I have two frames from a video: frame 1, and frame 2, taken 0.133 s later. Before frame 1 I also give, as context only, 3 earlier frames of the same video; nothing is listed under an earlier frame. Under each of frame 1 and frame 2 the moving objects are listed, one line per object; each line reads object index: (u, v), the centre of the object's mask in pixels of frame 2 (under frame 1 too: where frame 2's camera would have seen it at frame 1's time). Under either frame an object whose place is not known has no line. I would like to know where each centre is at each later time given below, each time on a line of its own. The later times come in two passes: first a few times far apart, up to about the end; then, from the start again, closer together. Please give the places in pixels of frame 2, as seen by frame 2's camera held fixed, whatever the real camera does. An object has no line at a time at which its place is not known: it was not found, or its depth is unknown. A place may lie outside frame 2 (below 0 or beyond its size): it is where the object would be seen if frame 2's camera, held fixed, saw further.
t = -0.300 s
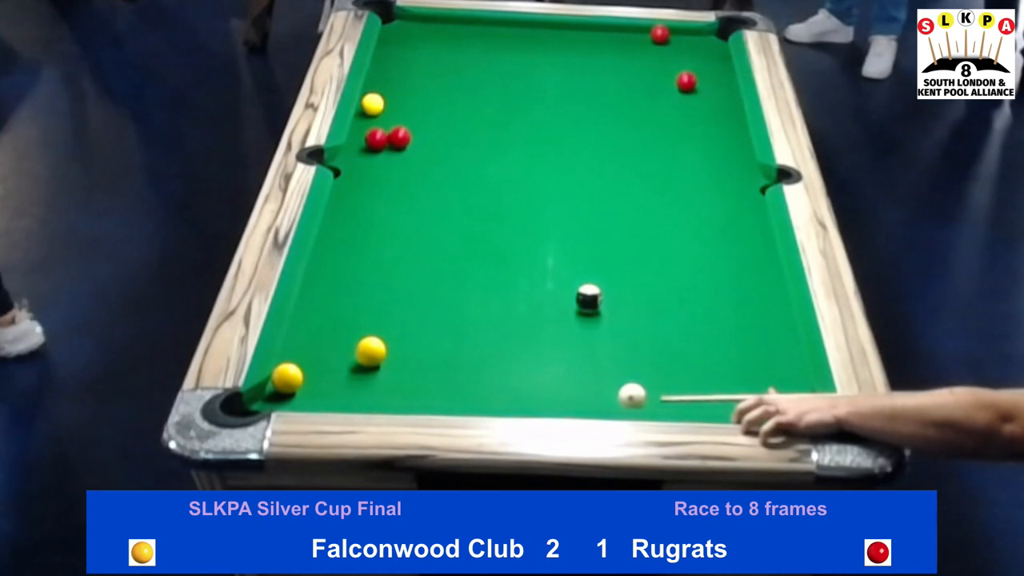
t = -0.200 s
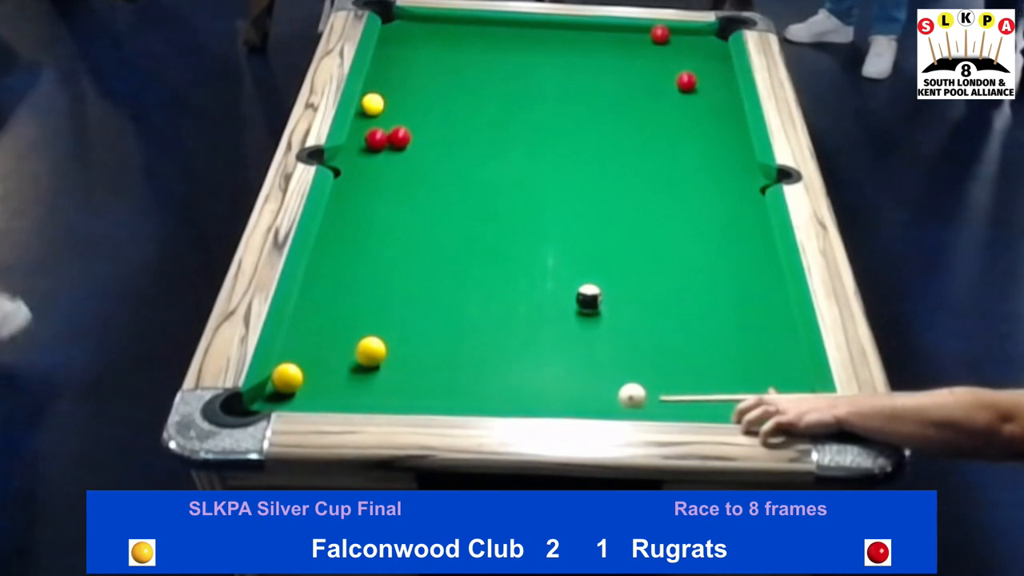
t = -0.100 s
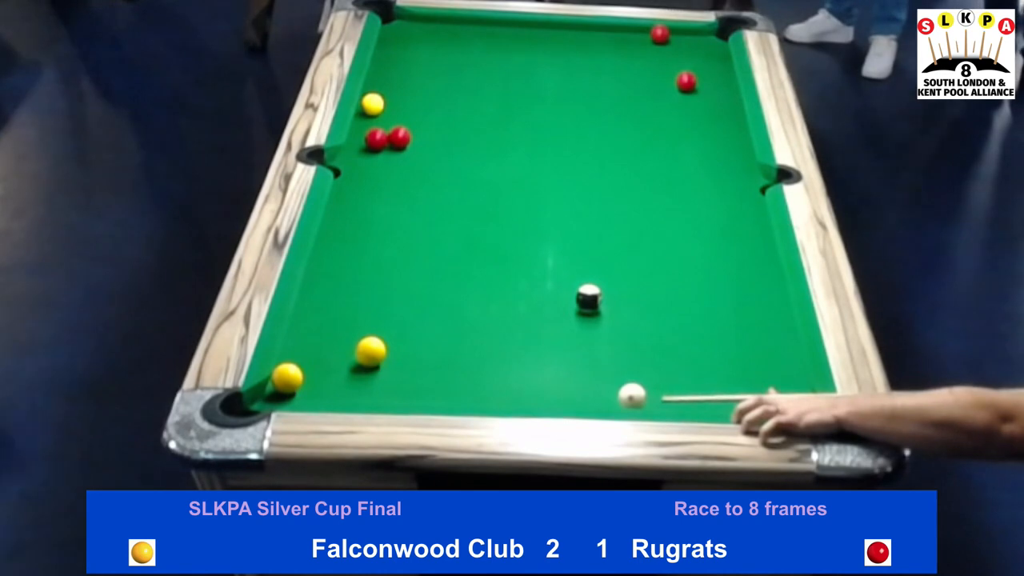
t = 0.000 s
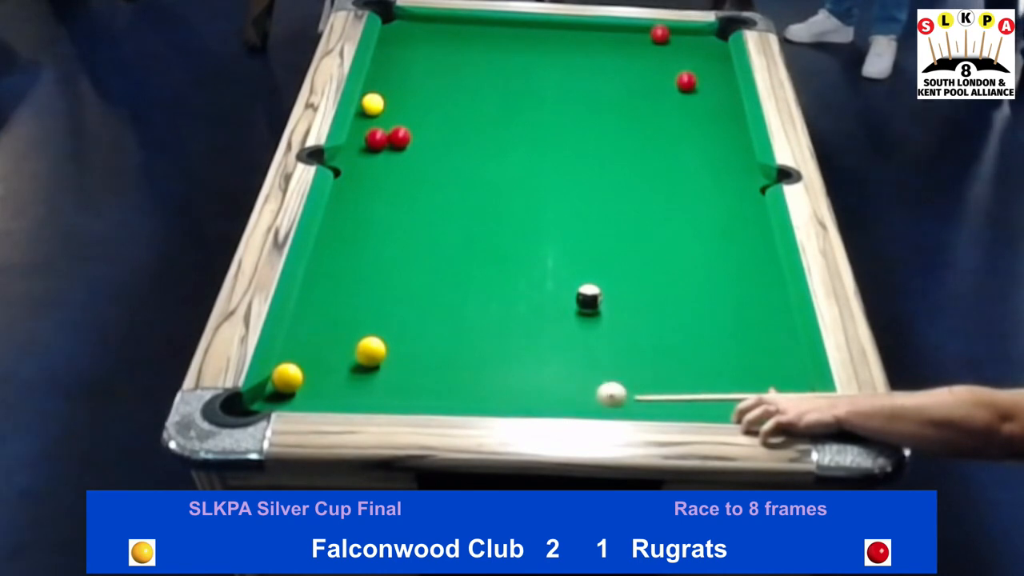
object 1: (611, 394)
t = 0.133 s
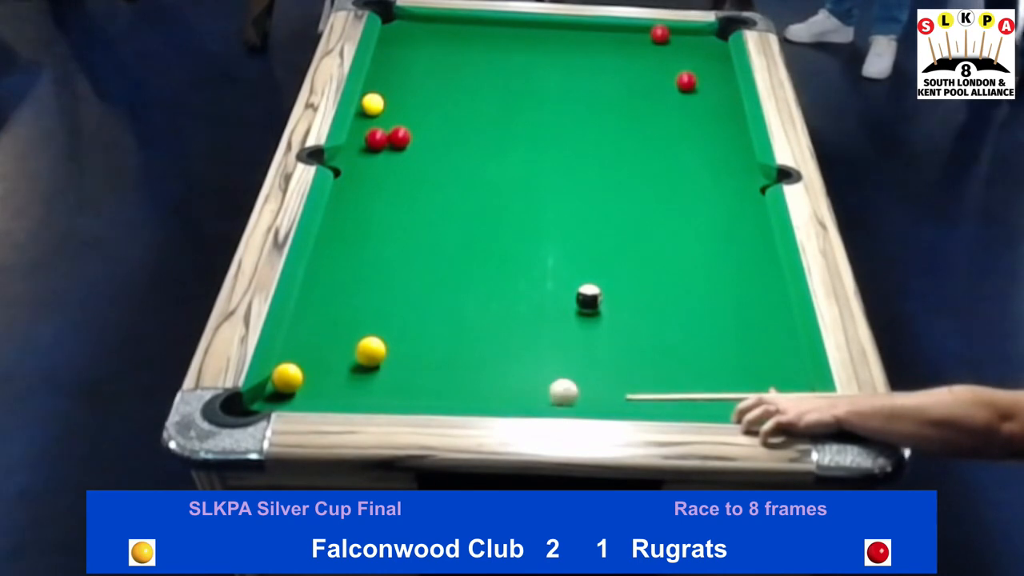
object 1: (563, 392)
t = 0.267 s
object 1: (520, 390)
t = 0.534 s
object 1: (434, 386)
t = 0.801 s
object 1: (353, 379)
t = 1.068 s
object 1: (324, 372)
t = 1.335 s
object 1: (337, 363)
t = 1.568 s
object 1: (343, 358)
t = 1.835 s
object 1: (341, 356)
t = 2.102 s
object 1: (340, 356)
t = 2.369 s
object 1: (340, 356)
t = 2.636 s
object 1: (340, 356)
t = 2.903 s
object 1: (340, 356)
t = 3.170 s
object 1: (340, 356)
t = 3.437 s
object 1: (340, 356)
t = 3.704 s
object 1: (340, 356)
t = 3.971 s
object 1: (340, 356)
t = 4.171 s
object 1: (334, 352)
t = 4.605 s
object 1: (342, 355)
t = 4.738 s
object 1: (340, 356)
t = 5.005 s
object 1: (340, 356)
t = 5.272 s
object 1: (340, 356)
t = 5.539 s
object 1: (340, 356)
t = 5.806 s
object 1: (340, 356)
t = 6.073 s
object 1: (340, 356)
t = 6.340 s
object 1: (340, 356)
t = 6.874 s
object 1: (340, 356)
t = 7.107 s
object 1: (340, 356)
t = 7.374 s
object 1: (340, 356)
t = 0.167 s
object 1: (552, 392)
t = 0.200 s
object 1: (541, 391)
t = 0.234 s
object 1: (530, 390)
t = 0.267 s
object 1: (520, 390)
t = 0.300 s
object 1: (508, 390)
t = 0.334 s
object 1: (498, 389)
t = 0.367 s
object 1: (487, 389)
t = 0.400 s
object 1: (476, 388)
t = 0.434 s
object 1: (466, 388)
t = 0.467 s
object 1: (455, 387)
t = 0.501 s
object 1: (444, 387)
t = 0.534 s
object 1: (434, 386)
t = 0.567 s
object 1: (424, 385)
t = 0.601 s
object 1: (413, 384)
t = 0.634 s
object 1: (403, 383)
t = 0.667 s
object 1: (393, 383)
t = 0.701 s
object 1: (383, 381)
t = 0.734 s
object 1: (372, 380)
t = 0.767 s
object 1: (362, 380)
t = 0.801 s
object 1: (353, 379)
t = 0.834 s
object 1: (342, 379)
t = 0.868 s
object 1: (333, 378)
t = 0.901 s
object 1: (323, 377)
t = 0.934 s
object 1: (317, 377)
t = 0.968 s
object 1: (319, 375)
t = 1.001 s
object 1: (320, 374)
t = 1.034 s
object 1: (322, 373)
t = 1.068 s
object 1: (324, 372)
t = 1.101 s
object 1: (326, 370)
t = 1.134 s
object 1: (328, 369)
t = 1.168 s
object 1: (329, 368)
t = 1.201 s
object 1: (331, 367)
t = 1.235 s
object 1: (332, 366)
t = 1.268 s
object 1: (334, 365)
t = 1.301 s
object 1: (335, 364)
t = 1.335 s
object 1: (337, 363)
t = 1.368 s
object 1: (339, 362)
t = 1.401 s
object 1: (340, 361)
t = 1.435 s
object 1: (341, 360)
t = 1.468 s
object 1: (343, 359)
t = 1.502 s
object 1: (343, 359)
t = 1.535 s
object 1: (343, 358)
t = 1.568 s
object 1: (343, 358)
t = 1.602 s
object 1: (343, 357)
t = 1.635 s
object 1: (342, 357)
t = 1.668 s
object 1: (342, 357)
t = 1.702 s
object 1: (342, 356)
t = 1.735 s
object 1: (342, 356)
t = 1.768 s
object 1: (342, 356)
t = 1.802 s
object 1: (341, 356)
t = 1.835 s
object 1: (341, 356)
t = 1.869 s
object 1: (341, 356)
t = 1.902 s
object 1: (340, 356)
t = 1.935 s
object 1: (340, 356)
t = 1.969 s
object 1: (340, 356)
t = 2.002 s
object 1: (340, 356)
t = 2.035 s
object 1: (340, 356)
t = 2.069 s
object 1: (340, 356)
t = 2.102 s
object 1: (340, 356)
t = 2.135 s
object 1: (340, 356)
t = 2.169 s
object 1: (340, 356)
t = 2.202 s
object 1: (340, 356)
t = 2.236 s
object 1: (340, 356)
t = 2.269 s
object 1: (340, 356)
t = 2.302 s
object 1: (340, 356)
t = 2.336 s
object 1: (340, 356)
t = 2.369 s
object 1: (340, 356)
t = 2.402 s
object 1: (340, 356)
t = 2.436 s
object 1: (340, 356)
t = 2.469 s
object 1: (340, 356)
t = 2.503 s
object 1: (340, 356)
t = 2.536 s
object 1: (340, 356)
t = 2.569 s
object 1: (340, 356)
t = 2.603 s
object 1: (340, 356)
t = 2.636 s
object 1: (340, 356)
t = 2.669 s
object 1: (340, 356)
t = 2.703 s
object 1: (340, 356)
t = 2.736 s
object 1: (340, 356)
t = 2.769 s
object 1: (340, 356)
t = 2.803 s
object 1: (340, 356)
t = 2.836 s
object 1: (340, 356)
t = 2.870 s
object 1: (340, 356)
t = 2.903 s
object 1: (340, 356)
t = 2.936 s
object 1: (340, 356)
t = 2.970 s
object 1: (340, 356)
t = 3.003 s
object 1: (340, 356)
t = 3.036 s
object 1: (340, 356)
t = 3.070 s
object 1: (340, 356)
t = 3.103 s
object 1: (340, 356)
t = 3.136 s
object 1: (340, 356)
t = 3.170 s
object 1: (340, 356)
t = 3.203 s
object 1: (340, 356)
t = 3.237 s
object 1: (340, 356)
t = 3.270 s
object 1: (340, 356)
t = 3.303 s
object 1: (340, 356)
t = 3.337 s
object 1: (340, 356)
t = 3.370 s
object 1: (340, 356)
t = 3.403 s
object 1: (340, 356)
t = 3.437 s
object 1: (340, 356)
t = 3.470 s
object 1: (340, 356)
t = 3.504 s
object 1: (340, 356)
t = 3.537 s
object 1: (340, 356)
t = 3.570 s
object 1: (340, 356)
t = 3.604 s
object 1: (340, 356)
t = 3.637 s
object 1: (340, 356)
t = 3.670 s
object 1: (340, 356)
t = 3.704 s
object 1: (340, 356)
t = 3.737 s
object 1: (340, 356)
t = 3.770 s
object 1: (340, 356)
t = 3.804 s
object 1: (340, 356)
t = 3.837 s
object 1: (340, 356)
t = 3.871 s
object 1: (340, 356)
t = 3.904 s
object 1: (340, 356)
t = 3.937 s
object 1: (340, 356)
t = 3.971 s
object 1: (340, 356)
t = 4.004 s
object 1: (340, 356)
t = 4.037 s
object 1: (340, 356)
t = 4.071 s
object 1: (340, 356)
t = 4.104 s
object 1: (340, 356)
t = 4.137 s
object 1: (340, 356)
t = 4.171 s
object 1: (334, 352)
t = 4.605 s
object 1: (342, 355)
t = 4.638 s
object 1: (340, 355)
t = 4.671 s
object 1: (340, 355)
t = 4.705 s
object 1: (340, 355)
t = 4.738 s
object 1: (340, 356)
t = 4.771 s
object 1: (340, 356)
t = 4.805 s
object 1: (340, 356)
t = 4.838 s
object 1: (340, 356)
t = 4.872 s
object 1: (340, 355)
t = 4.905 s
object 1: (340, 356)
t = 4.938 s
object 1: (340, 356)
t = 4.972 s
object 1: (340, 356)
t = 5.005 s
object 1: (340, 356)
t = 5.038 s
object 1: (340, 356)
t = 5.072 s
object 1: (340, 356)
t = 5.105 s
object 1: (340, 356)
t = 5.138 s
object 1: (340, 356)
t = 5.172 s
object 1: (340, 356)
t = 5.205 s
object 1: (340, 356)
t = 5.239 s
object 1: (340, 356)
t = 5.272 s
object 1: (340, 356)
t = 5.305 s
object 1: (340, 356)
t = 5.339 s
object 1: (340, 356)
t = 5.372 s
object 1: (340, 356)
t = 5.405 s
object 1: (340, 356)
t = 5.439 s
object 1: (340, 356)
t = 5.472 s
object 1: (340, 356)
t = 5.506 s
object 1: (340, 356)
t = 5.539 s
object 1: (340, 356)
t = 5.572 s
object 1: (340, 356)
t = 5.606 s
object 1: (340, 356)
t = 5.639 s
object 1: (340, 356)
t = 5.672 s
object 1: (340, 356)
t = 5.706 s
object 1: (340, 355)
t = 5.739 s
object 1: (340, 356)
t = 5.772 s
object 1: (340, 356)
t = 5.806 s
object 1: (340, 356)
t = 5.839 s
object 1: (340, 356)
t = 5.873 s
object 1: (340, 356)
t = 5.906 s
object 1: (340, 356)
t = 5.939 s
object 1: (340, 356)
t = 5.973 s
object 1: (340, 356)
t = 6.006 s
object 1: (340, 355)
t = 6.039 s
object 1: (340, 356)
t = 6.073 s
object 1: (340, 356)
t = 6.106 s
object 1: (340, 356)
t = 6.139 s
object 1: (340, 356)
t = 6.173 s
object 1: (340, 356)
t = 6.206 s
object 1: (340, 356)
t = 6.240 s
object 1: (340, 356)
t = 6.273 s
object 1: (340, 356)
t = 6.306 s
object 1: (340, 356)
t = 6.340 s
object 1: (340, 356)
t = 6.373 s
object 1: (340, 356)
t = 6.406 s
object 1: (340, 356)
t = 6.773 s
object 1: (341, 355)
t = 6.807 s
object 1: (340, 356)
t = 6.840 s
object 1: (340, 356)
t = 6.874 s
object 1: (340, 356)
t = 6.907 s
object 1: (340, 356)
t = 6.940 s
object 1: (340, 356)
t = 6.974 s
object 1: (340, 356)
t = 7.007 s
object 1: (340, 356)
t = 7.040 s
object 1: (340, 356)
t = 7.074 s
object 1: (340, 356)
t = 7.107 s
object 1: (340, 356)
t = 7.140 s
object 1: (340, 356)
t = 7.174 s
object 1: (340, 356)
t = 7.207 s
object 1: (340, 356)
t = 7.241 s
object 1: (340, 356)
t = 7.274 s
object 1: (340, 356)
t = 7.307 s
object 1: (340, 356)
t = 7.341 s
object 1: (340, 356)
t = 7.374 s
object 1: (340, 356)
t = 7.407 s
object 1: (340, 356)
